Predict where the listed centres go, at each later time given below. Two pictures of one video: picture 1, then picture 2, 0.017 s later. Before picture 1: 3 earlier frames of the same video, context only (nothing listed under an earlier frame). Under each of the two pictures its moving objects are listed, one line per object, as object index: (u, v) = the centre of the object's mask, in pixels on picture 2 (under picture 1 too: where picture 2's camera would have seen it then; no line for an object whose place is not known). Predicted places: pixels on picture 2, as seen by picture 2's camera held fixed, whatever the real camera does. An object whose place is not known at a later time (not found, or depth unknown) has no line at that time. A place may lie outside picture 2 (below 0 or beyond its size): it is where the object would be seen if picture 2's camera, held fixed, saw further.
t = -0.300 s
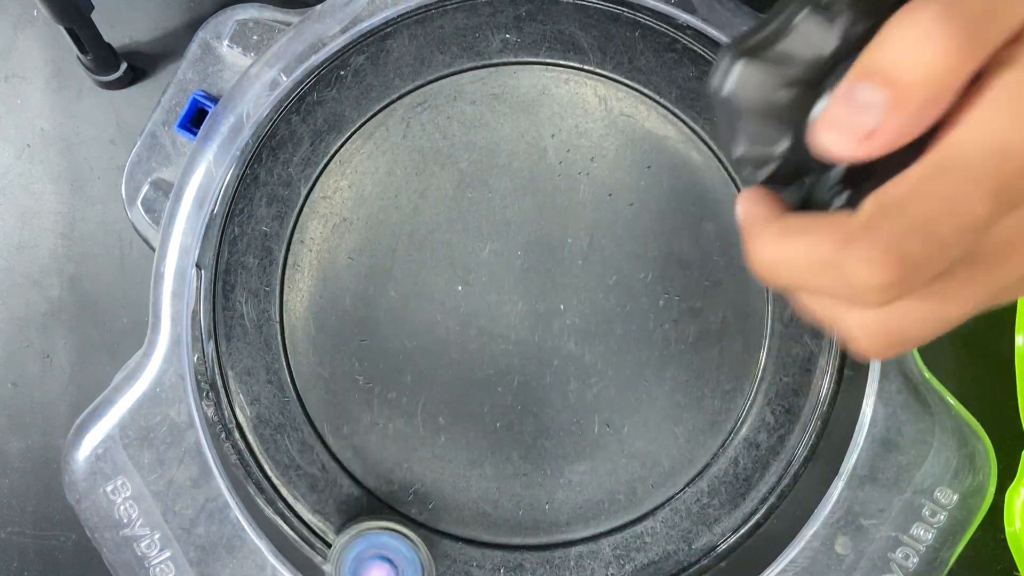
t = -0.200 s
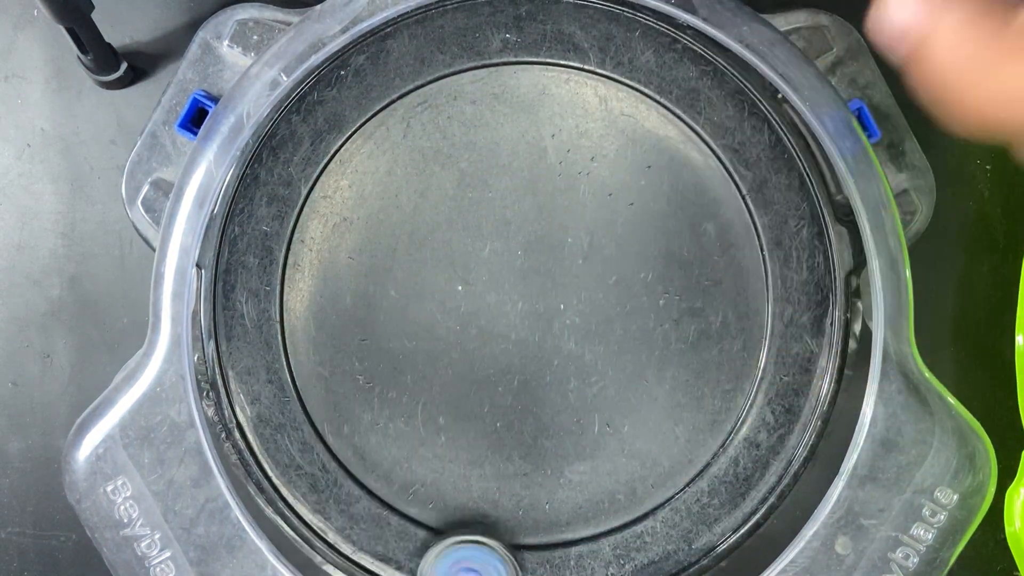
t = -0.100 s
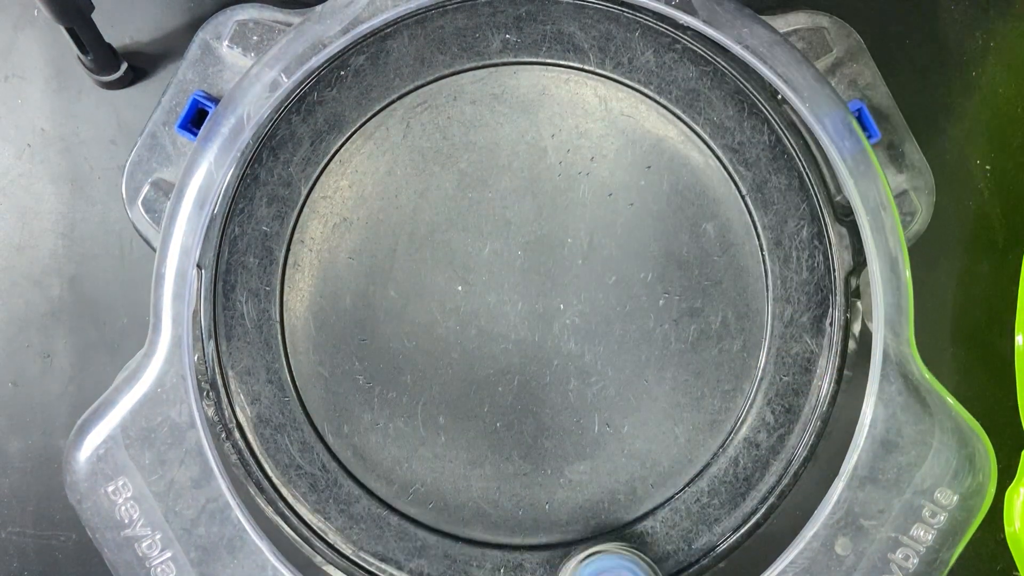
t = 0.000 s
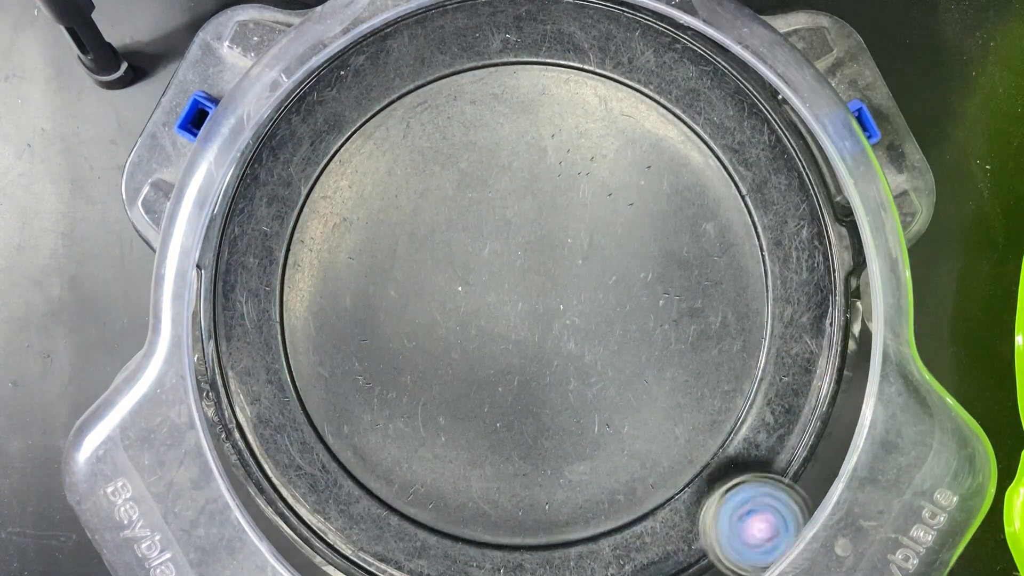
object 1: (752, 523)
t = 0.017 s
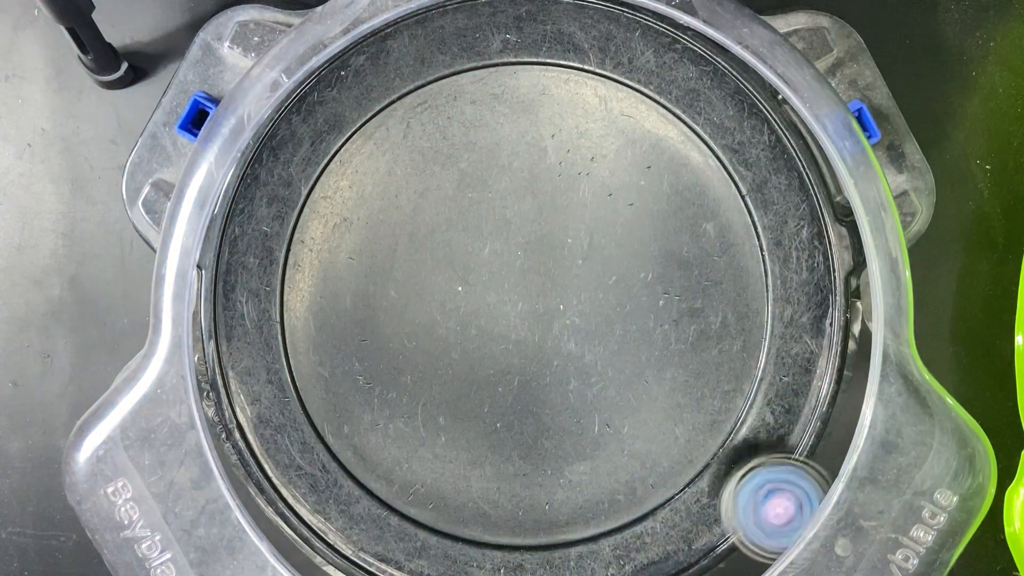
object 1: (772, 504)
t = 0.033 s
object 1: (790, 480)
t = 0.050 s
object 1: (806, 455)
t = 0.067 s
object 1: (820, 431)
